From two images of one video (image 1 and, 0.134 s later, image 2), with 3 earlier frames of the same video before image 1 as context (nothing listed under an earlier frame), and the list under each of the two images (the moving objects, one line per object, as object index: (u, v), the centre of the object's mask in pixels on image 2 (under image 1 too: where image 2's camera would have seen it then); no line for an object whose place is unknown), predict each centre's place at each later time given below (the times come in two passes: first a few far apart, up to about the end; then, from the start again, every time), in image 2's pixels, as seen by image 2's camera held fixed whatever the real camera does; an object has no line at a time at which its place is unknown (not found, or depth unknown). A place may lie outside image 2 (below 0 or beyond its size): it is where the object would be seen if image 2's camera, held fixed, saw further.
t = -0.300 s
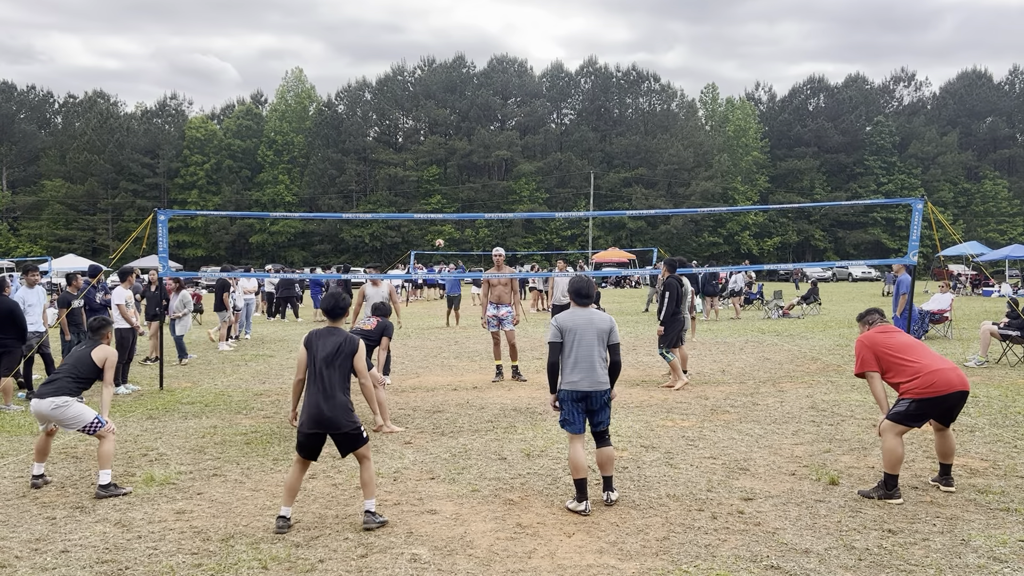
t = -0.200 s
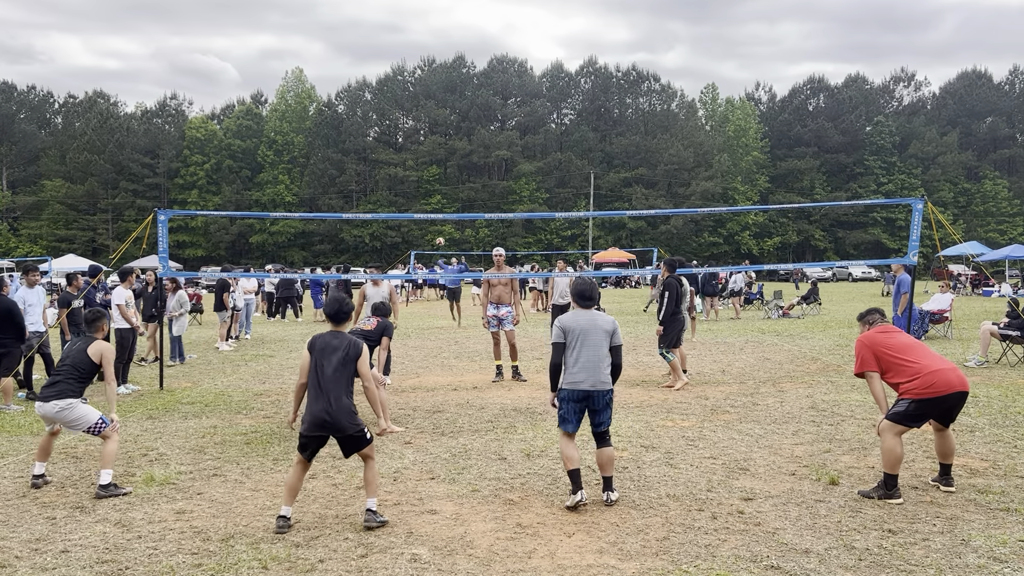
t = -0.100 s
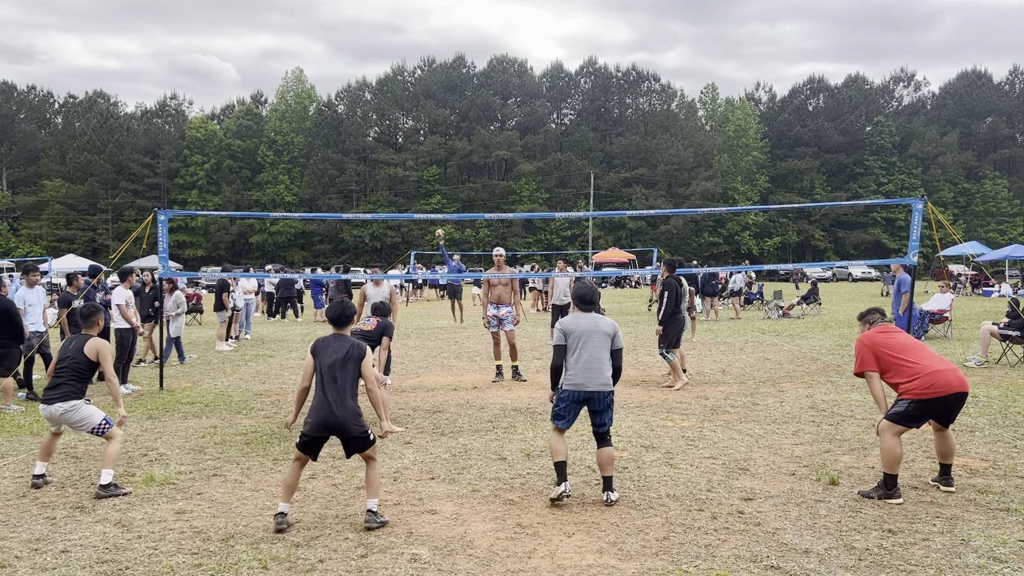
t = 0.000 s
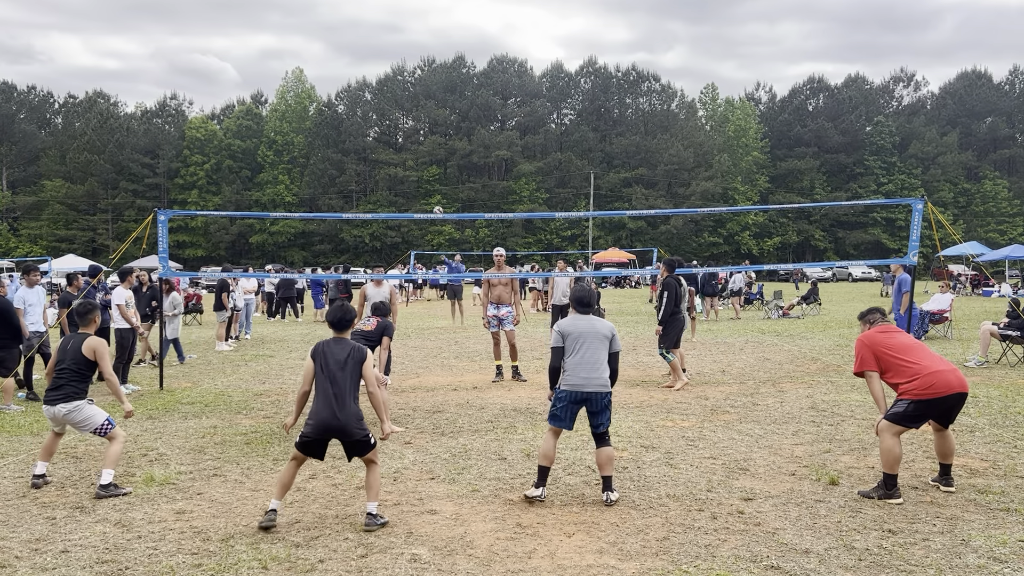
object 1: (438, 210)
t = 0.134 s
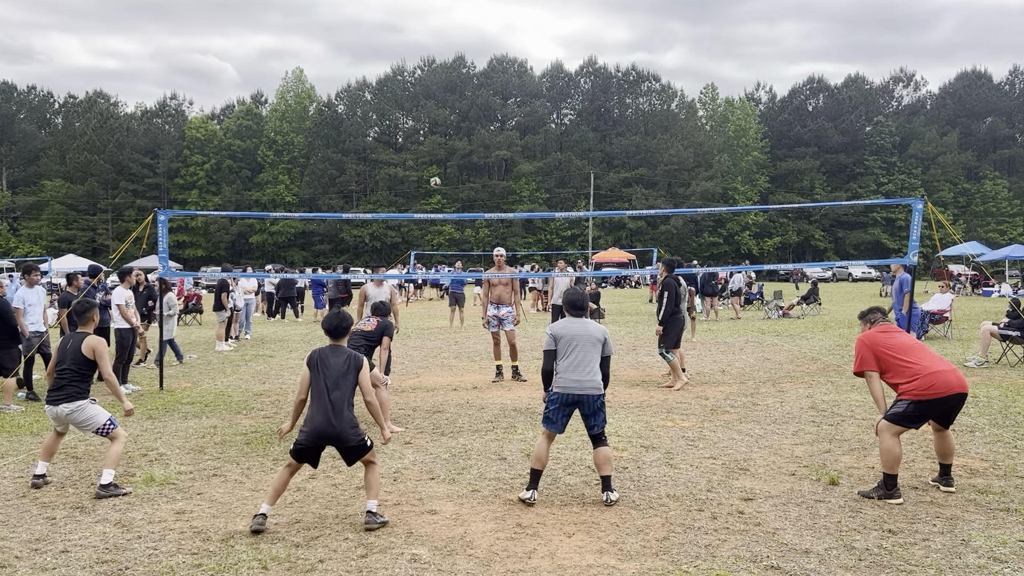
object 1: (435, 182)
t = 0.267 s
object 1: (432, 157)
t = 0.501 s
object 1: (421, 132)
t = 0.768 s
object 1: (397, 157)
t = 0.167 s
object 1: (434, 176)
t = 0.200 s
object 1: (433, 169)
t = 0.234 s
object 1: (433, 163)
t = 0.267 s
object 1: (432, 157)
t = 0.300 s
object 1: (431, 152)
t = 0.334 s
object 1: (429, 147)
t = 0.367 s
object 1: (428, 143)
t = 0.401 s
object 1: (426, 140)
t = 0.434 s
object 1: (425, 137)
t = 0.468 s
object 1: (423, 134)
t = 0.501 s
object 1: (421, 132)
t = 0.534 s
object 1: (419, 132)
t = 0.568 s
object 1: (416, 132)
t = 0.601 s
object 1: (414, 133)
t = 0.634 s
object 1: (410, 135)
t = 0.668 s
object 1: (407, 137)
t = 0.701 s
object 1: (404, 143)
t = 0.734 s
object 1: (401, 149)
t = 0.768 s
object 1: (397, 157)
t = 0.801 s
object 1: (393, 166)
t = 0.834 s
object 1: (389, 177)
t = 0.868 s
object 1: (384, 190)
